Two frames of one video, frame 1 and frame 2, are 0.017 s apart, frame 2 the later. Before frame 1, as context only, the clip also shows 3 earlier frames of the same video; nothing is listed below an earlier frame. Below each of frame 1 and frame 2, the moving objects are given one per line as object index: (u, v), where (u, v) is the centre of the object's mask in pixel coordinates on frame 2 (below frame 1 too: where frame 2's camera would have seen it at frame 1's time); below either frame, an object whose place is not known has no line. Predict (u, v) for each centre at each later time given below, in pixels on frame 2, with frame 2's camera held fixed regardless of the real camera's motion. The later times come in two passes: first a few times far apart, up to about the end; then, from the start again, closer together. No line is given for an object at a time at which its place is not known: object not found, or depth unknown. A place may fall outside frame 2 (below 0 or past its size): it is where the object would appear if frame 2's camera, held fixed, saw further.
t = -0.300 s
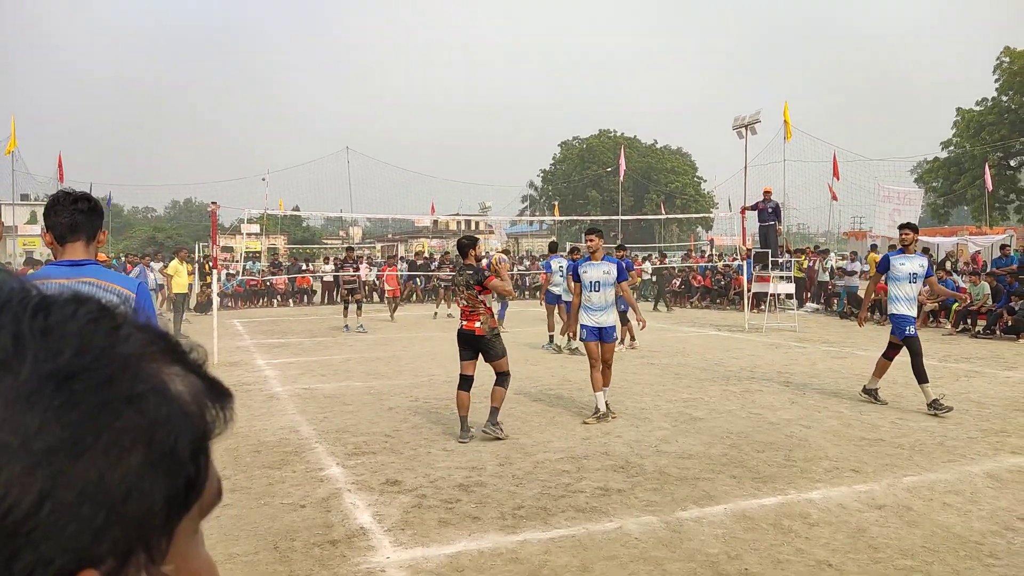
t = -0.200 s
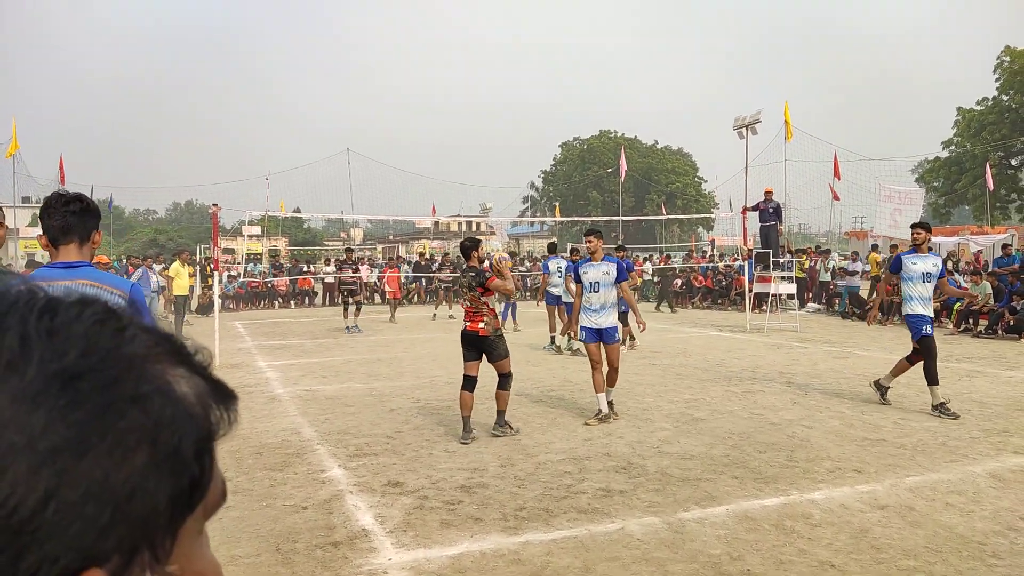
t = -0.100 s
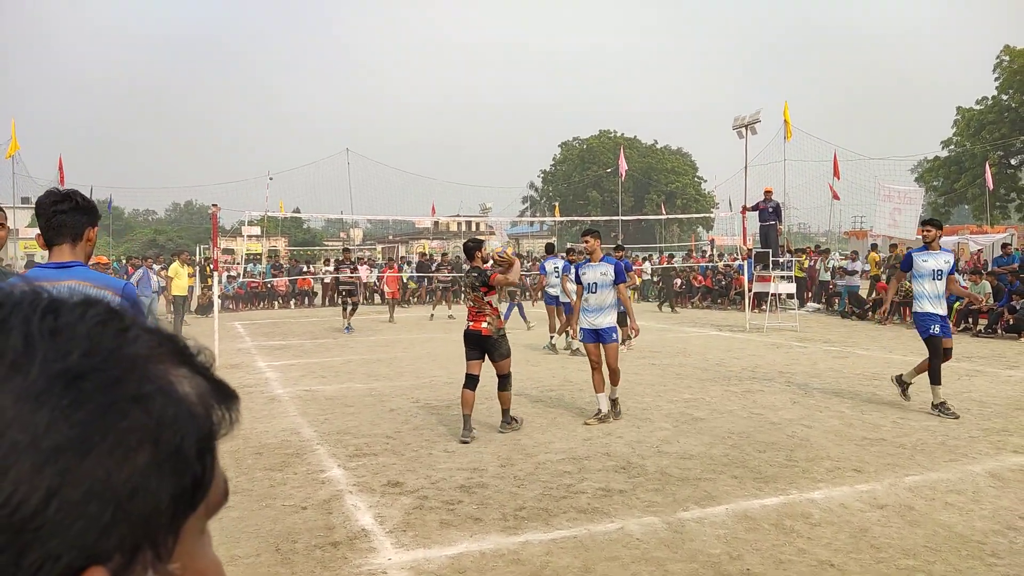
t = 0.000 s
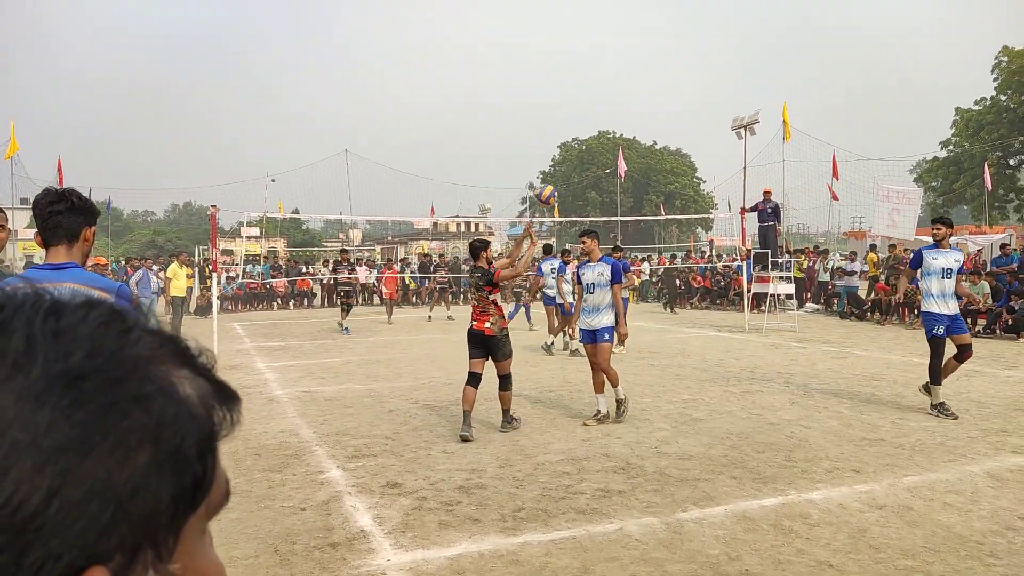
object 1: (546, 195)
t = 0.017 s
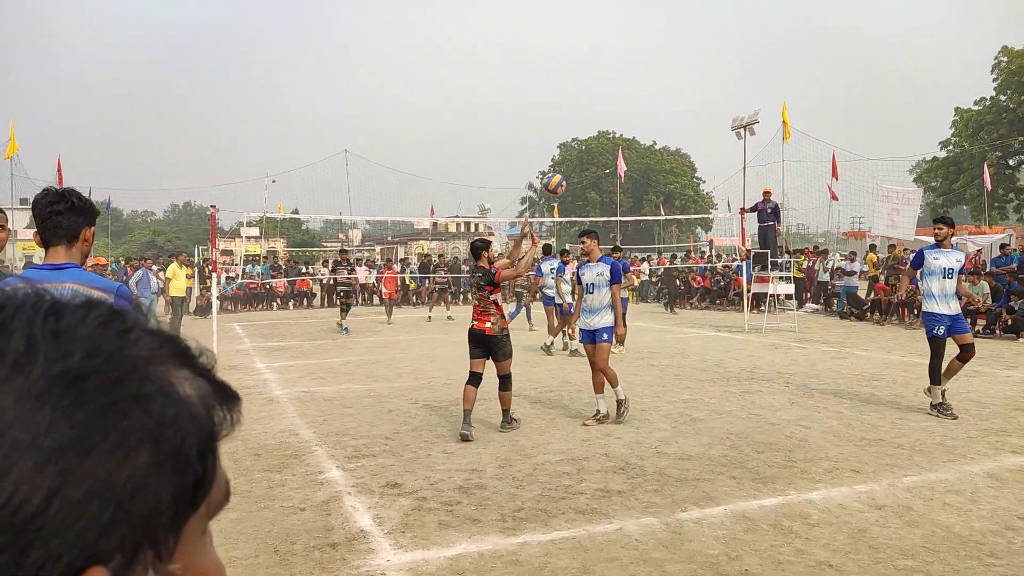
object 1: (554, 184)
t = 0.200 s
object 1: (650, 82)
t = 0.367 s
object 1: (738, 19)
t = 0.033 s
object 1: (563, 174)
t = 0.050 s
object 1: (571, 163)
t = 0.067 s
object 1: (580, 153)
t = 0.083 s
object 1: (589, 143)
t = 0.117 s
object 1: (606, 124)
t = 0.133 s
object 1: (614, 115)
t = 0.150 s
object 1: (623, 106)
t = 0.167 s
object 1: (632, 98)
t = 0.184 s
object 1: (641, 90)
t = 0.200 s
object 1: (650, 82)
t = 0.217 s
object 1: (659, 74)
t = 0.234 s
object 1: (667, 67)
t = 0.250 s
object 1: (676, 60)
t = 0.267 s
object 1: (685, 53)
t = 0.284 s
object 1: (694, 46)
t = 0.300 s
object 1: (703, 40)
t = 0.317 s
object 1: (711, 34)
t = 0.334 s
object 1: (720, 29)
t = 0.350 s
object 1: (729, 24)
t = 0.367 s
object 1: (738, 19)
